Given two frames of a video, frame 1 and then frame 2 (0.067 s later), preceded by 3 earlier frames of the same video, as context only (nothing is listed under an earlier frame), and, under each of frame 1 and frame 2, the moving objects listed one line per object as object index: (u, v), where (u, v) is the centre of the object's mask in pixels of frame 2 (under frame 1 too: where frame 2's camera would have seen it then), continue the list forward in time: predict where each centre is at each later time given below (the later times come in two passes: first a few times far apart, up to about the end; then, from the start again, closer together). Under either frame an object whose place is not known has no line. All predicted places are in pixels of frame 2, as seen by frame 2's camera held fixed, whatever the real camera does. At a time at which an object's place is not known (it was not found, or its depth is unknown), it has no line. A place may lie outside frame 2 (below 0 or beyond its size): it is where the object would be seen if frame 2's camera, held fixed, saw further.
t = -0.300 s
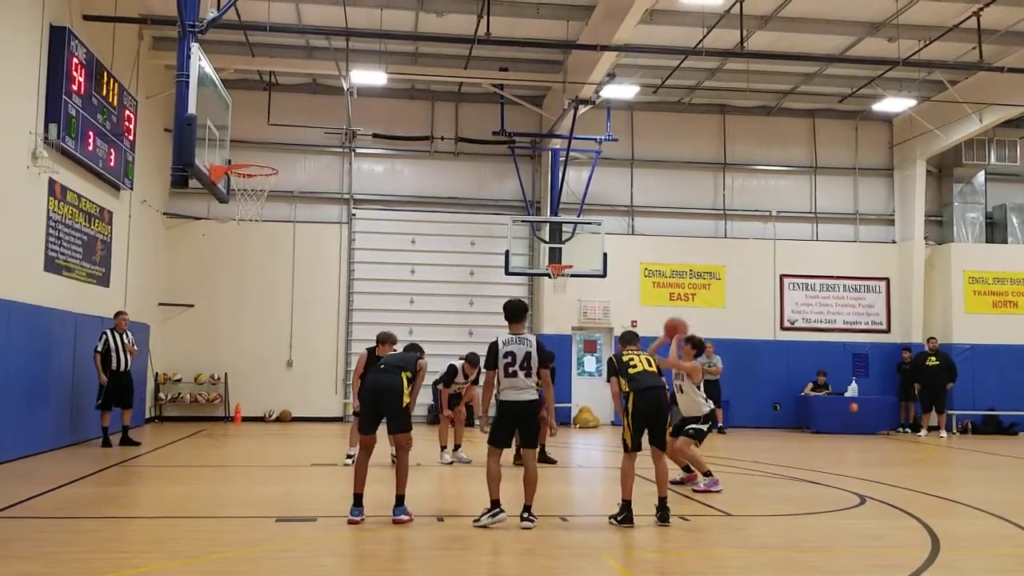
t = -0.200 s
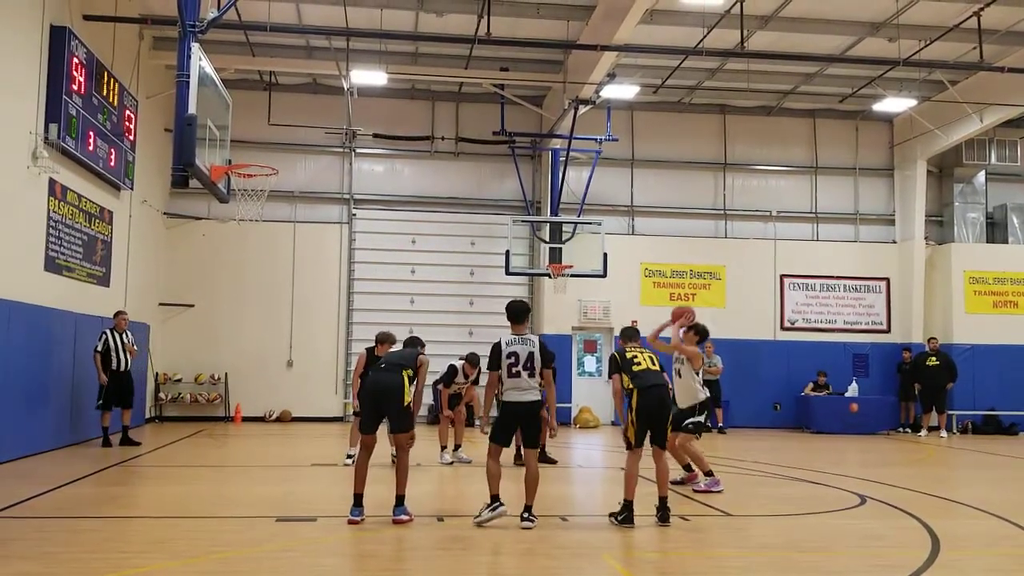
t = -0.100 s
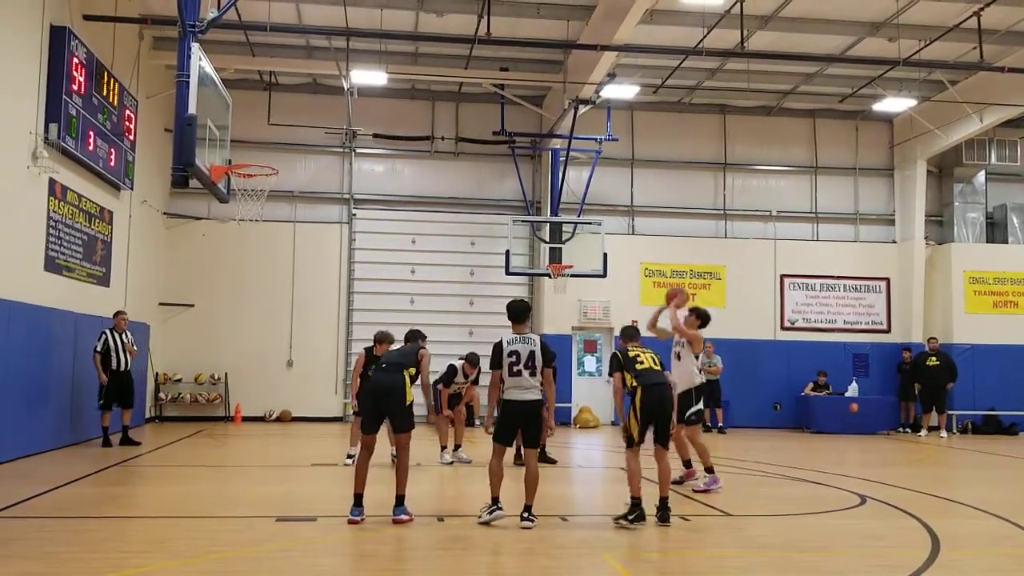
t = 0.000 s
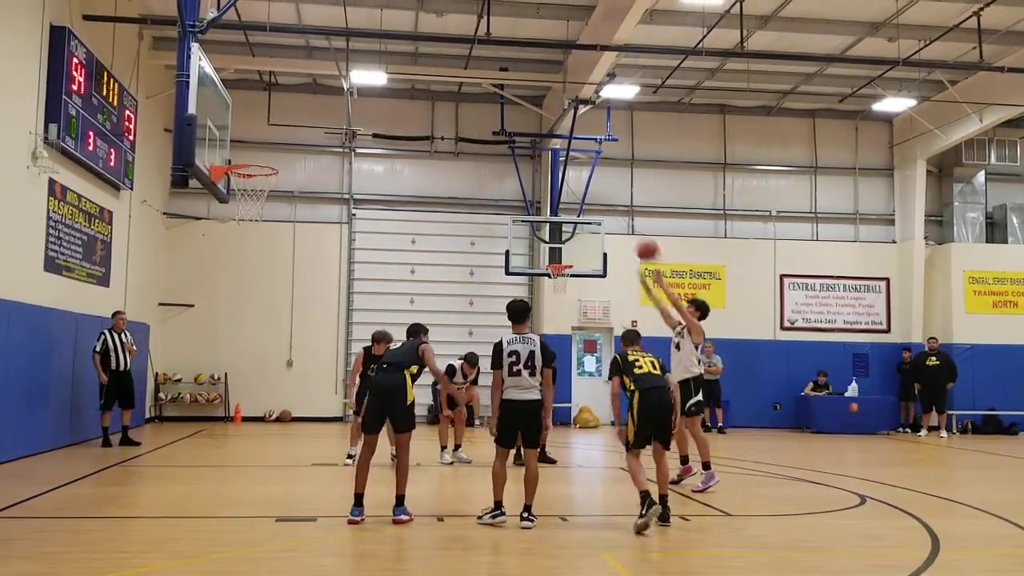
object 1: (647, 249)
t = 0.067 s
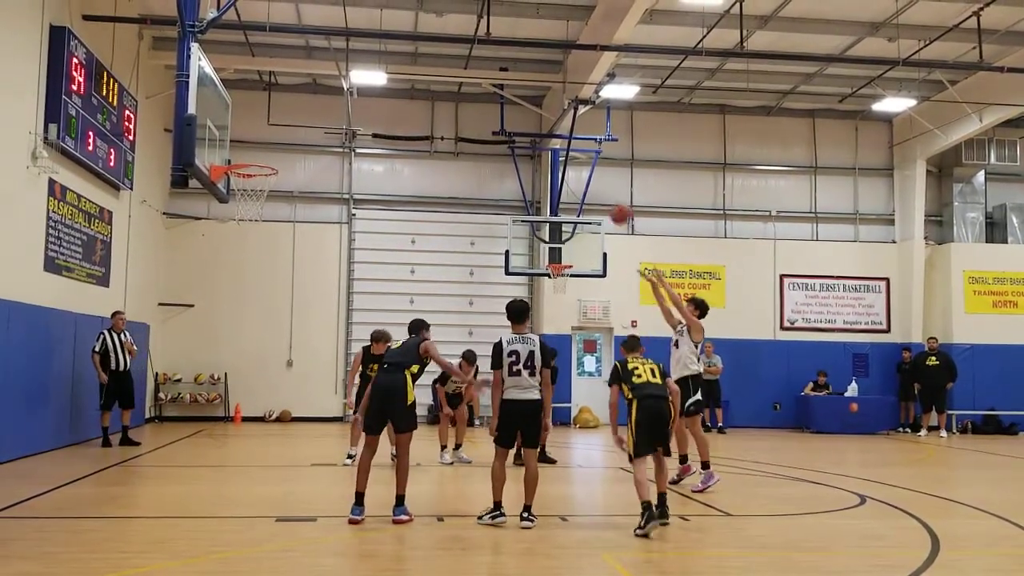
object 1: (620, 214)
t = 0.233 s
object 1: (555, 140)
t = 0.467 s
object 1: (466, 80)
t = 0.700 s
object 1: (374, 68)
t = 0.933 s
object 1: (281, 113)
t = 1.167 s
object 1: (230, 128)
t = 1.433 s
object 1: (256, 103)
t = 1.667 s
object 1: (277, 137)
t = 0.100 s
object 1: (607, 196)
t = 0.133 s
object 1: (596, 181)
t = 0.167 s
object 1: (580, 165)
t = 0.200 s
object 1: (569, 154)
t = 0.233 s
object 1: (555, 140)
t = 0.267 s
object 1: (545, 130)
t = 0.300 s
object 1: (530, 118)
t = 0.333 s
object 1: (516, 109)
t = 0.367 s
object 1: (503, 100)
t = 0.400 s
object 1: (492, 92)
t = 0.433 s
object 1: (478, 85)
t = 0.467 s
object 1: (466, 80)
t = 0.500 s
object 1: (452, 76)
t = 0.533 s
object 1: (439, 72)
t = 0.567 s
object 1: (426, 69)
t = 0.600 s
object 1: (413, 68)
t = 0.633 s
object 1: (400, 67)
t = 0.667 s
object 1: (388, 67)
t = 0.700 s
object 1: (374, 68)
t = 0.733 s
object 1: (361, 71)
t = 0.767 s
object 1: (347, 77)
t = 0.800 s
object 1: (335, 81)
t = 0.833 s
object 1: (321, 87)
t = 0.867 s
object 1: (307, 94)
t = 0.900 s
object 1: (293, 102)
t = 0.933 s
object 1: (281, 113)
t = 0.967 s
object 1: (267, 122)
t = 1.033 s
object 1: (241, 145)
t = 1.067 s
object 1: (226, 156)
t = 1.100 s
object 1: (225, 144)
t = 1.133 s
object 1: (228, 136)
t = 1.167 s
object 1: (230, 128)
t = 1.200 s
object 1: (234, 121)
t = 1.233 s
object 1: (238, 115)
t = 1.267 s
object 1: (241, 110)
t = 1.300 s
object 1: (244, 107)
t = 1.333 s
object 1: (246, 105)
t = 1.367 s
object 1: (250, 103)
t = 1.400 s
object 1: (254, 103)
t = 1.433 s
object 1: (256, 103)
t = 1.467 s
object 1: (258, 104)
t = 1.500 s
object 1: (261, 107)
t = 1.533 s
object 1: (265, 111)
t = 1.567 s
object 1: (268, 116)
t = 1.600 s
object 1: (271, 121)
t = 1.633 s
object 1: (274, 129)
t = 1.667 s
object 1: (277, 137)
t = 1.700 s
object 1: (279, 147)
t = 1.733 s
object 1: (282, 156)
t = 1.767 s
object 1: (285, 165)
